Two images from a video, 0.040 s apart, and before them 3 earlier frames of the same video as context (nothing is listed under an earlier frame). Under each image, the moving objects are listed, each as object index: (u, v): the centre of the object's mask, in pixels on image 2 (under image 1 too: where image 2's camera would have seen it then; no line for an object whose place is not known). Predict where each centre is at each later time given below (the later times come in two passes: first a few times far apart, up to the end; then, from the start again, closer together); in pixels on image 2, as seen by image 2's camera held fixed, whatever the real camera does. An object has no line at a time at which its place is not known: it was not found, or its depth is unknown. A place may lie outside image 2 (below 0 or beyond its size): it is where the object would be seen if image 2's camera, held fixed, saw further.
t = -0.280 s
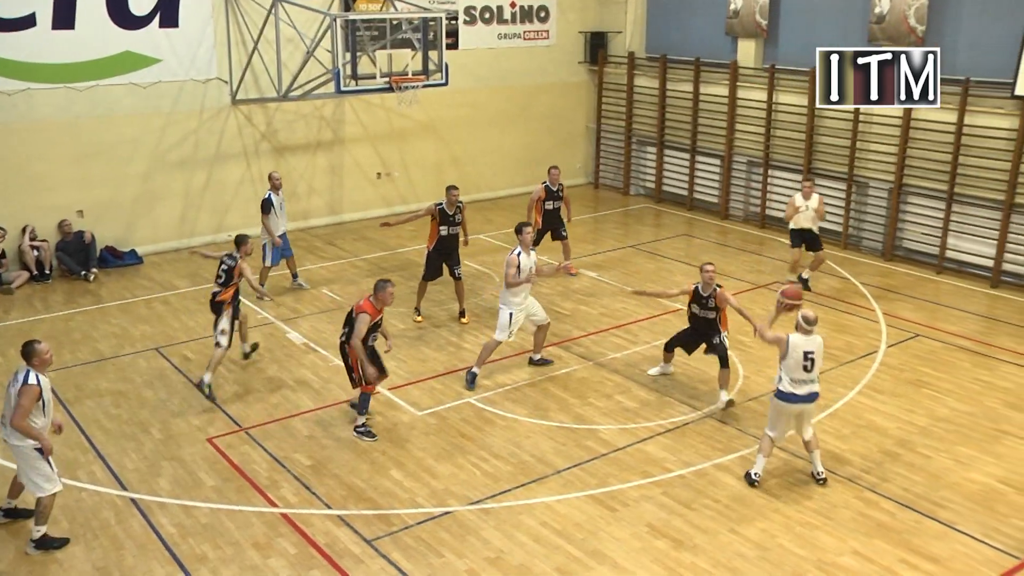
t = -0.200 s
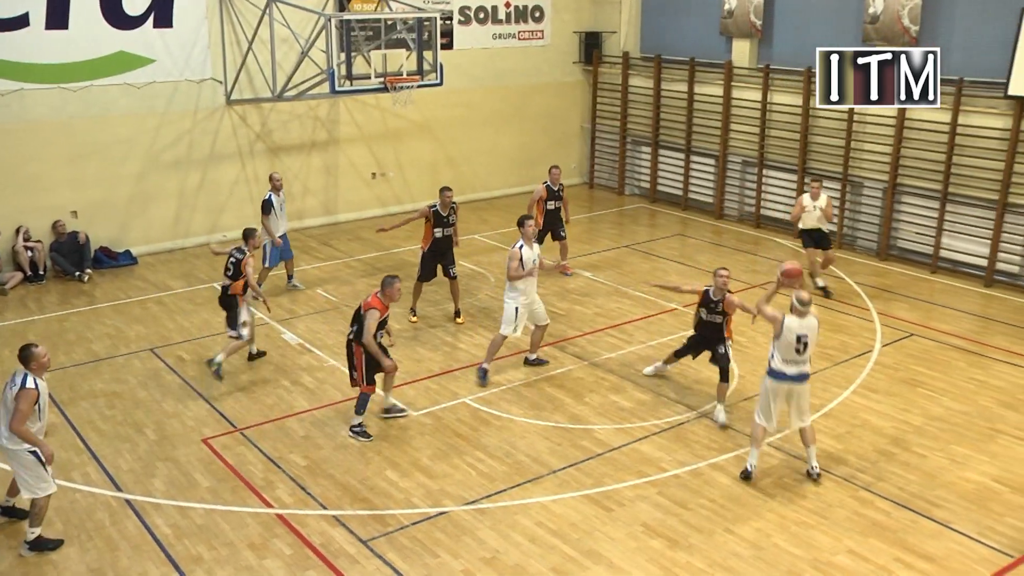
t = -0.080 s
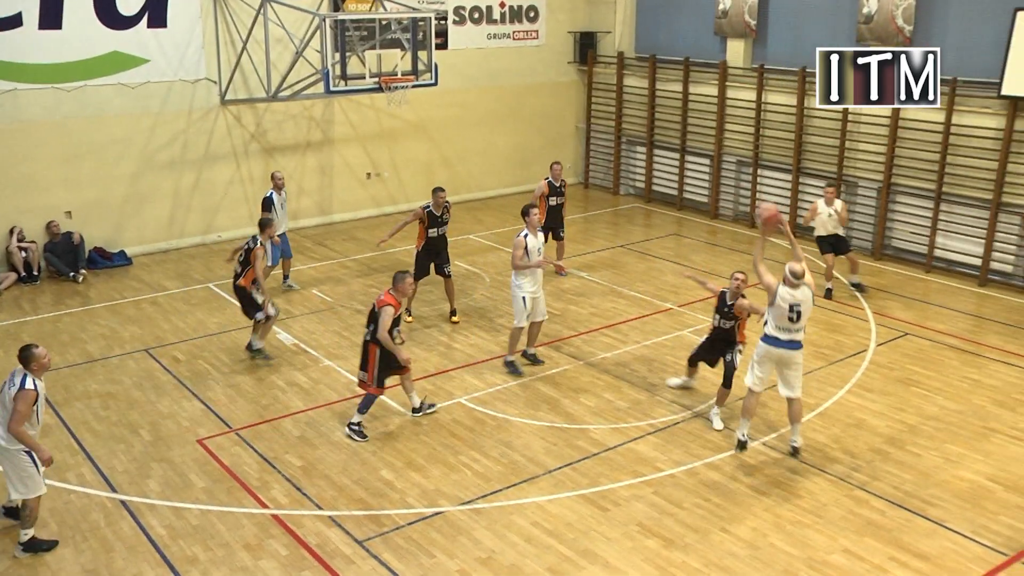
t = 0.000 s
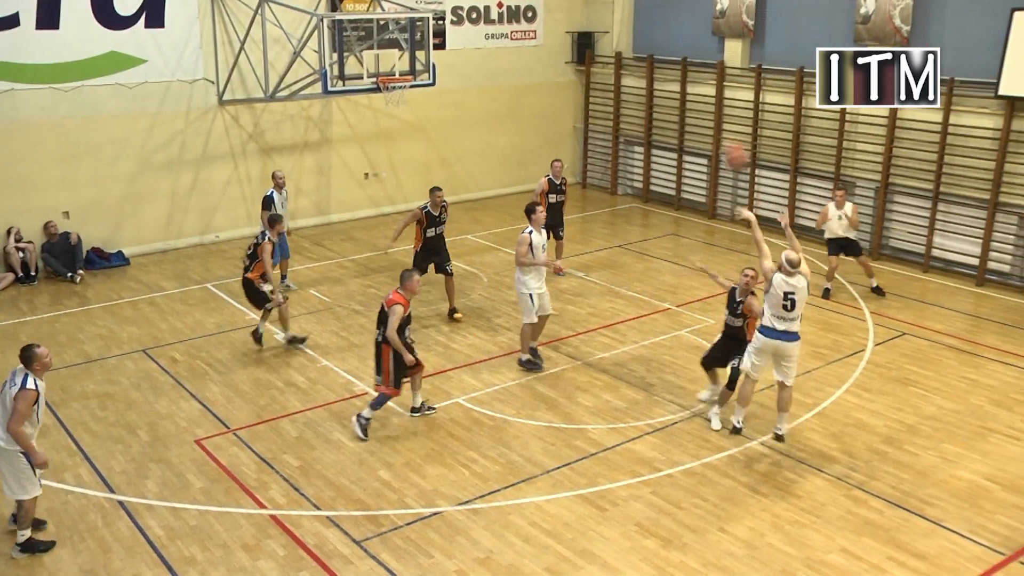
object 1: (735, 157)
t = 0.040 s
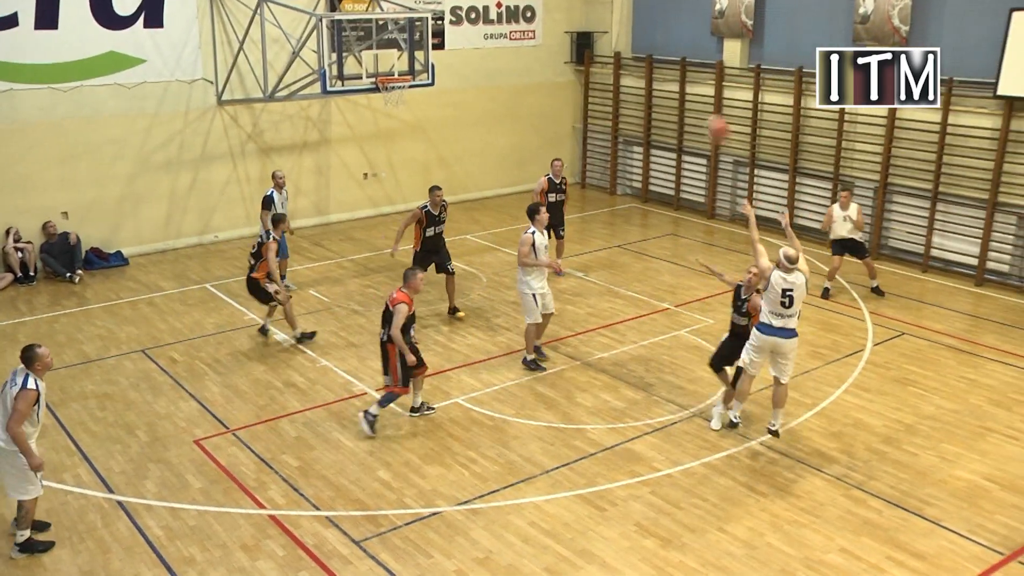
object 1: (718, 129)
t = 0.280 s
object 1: (628, 16)
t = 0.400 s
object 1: (589, -16)
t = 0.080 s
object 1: (703, 105)
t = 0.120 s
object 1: (686, 82)
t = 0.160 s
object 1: (671, 61)
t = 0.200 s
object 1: (656, 45)
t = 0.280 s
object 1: (628, 16)
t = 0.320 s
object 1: (613, 5)
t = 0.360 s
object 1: (602, -8)
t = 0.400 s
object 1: (589, -16)
